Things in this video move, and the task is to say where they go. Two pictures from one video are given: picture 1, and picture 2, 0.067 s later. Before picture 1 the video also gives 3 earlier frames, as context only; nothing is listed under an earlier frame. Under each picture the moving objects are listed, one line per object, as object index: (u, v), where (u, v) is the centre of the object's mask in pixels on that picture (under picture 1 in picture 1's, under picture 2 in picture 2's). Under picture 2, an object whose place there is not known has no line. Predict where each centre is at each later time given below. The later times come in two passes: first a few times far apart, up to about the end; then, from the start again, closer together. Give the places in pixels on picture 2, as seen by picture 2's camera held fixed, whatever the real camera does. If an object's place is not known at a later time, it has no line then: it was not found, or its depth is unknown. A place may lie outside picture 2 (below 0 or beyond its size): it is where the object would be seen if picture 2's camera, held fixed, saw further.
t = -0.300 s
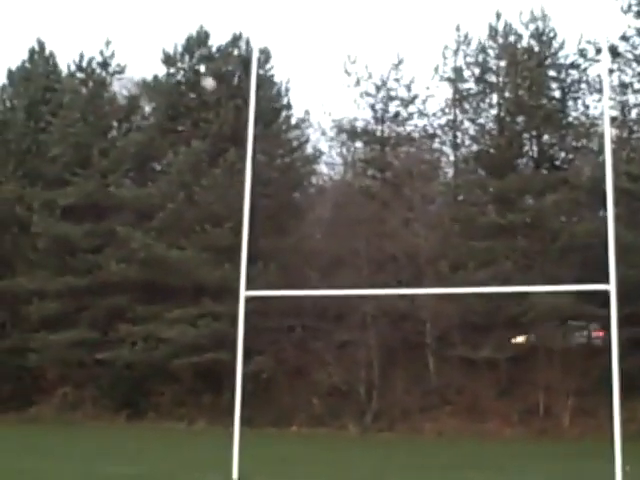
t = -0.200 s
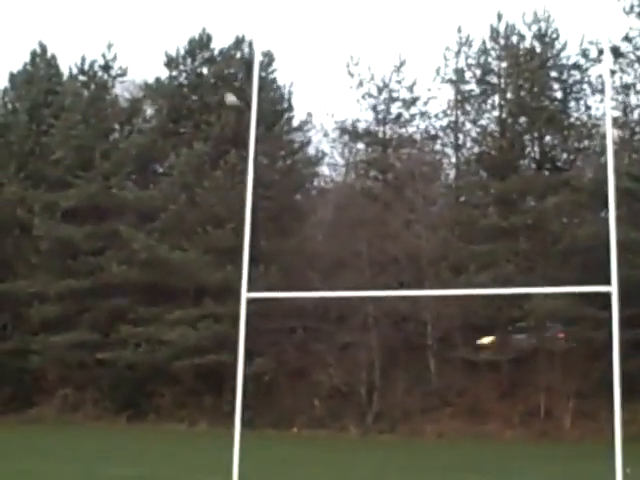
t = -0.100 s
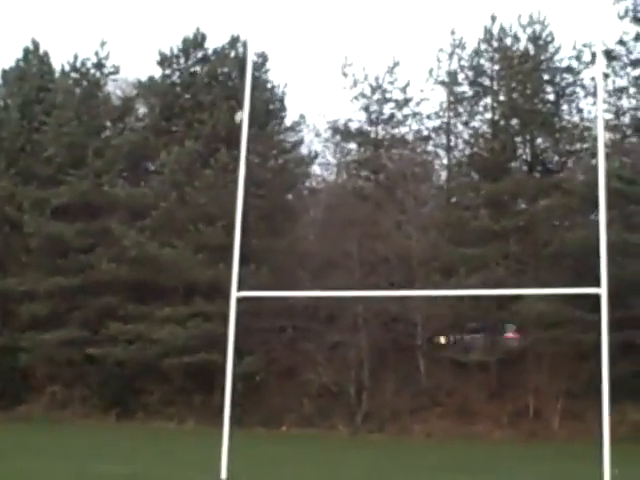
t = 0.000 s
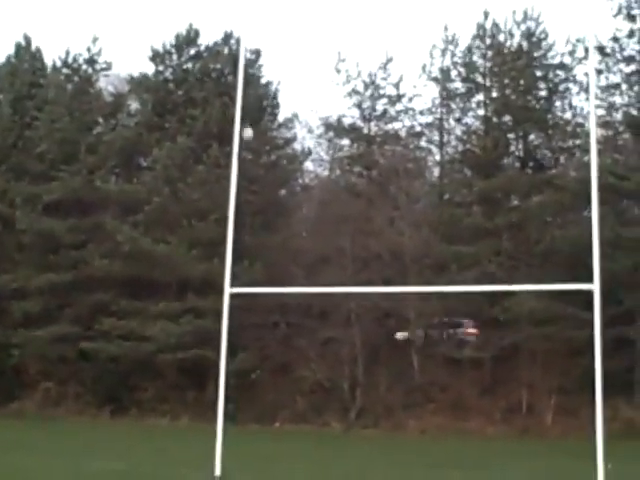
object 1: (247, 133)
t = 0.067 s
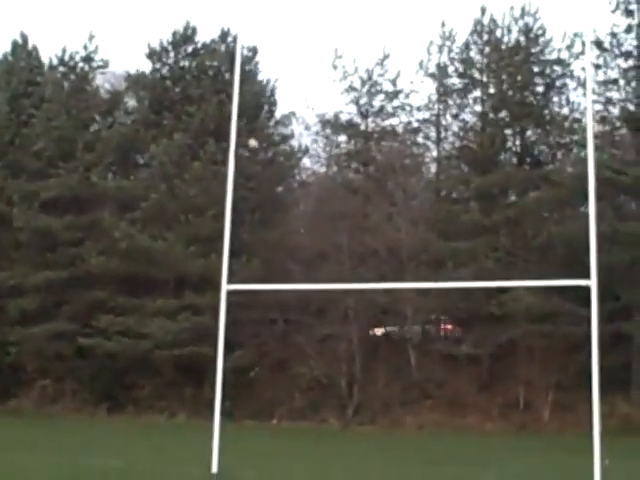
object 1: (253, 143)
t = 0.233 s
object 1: (274, 184)
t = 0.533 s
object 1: (297, 260)
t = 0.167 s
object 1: (265, 166)
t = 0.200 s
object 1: (268, 174)
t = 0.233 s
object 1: (274, 184)
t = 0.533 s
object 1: (297, 260)
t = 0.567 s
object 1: (299, 268)
